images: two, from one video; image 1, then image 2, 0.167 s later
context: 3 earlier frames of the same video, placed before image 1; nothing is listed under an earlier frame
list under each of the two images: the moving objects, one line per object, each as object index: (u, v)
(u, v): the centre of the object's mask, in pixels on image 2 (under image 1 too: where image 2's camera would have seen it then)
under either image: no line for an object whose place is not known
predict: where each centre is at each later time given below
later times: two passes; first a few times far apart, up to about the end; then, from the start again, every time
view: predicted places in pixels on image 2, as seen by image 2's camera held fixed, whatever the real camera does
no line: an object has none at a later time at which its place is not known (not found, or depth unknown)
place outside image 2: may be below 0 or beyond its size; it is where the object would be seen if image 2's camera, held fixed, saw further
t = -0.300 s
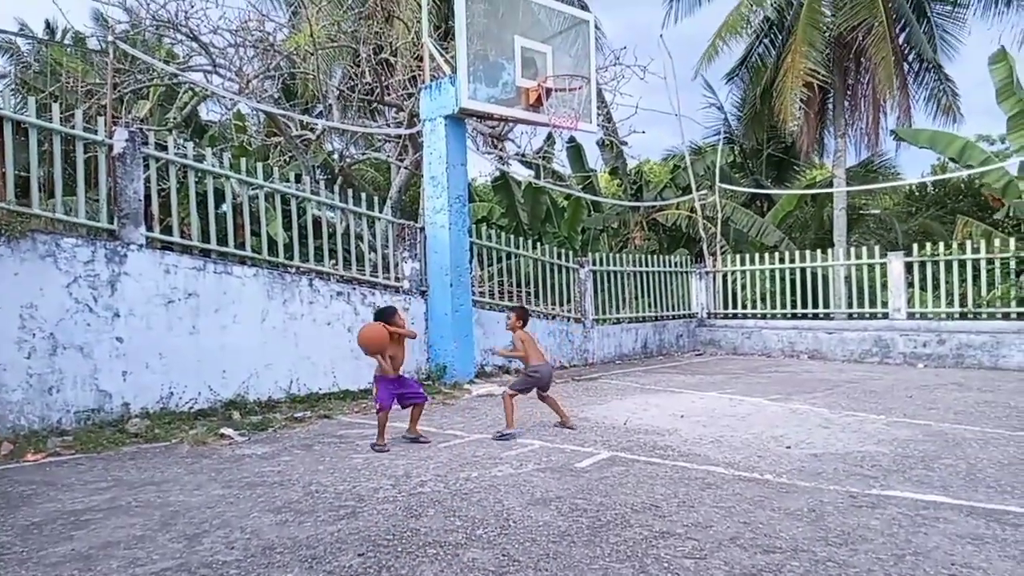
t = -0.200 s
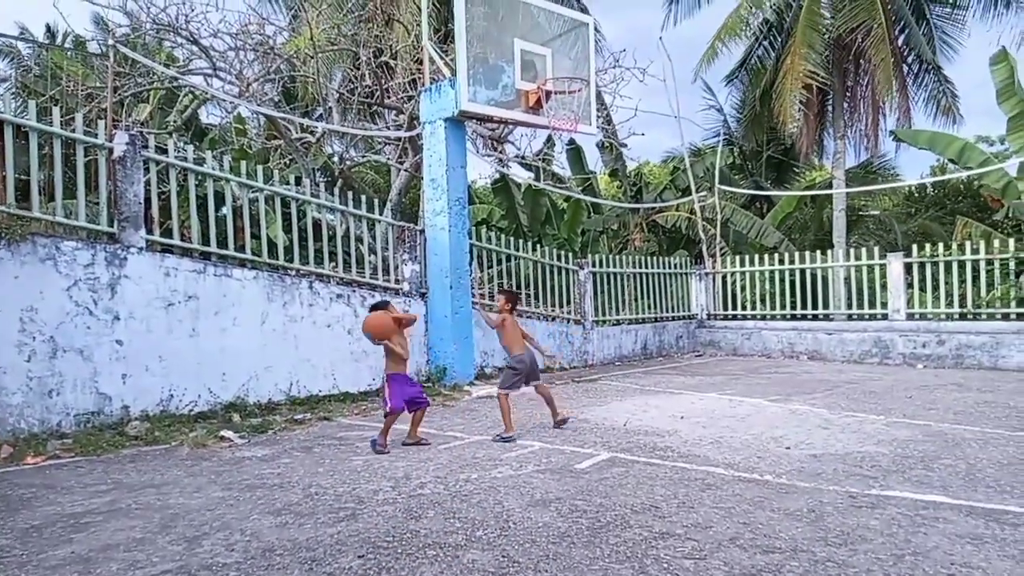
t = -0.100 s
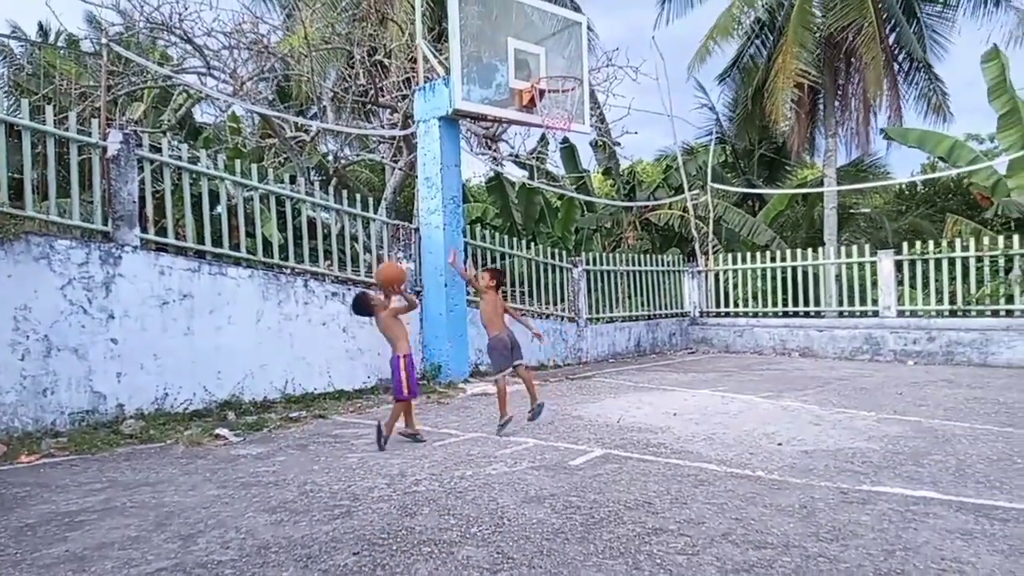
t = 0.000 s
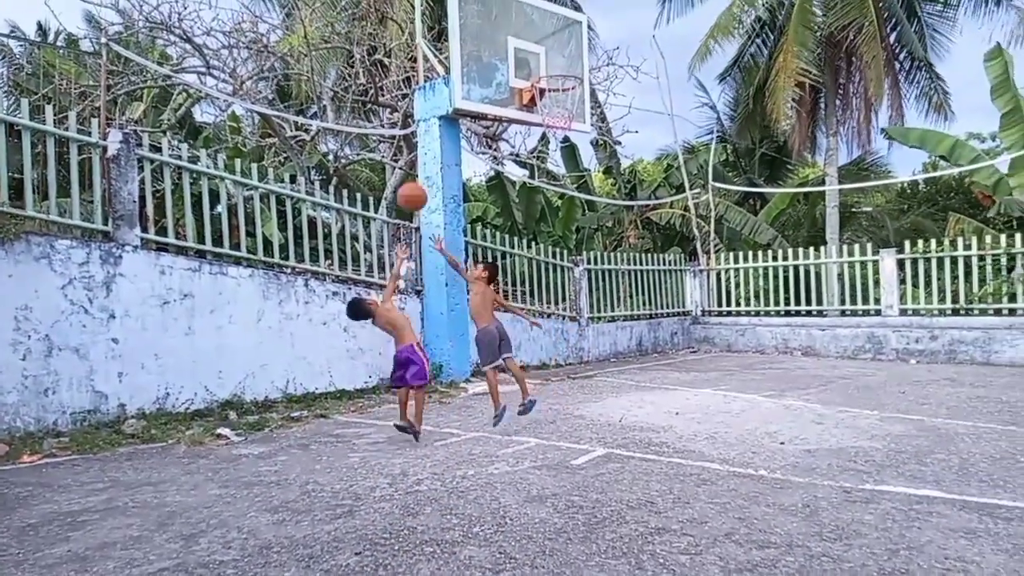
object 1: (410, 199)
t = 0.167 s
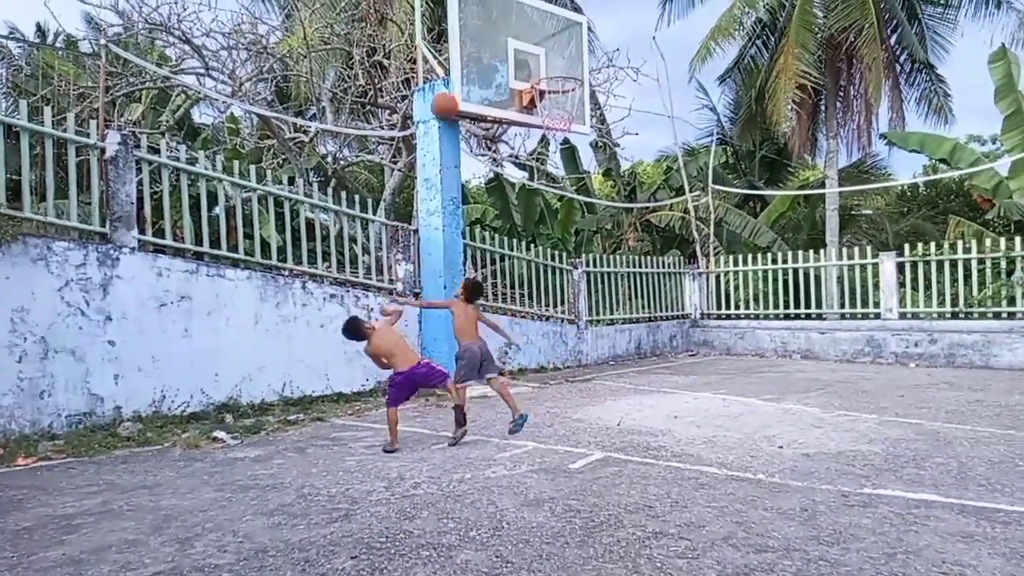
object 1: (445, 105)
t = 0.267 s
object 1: (461, 73)
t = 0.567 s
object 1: (507, 51)
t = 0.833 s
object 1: (570, 89)
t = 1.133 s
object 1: (559, 111)
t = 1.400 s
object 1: (540, 177)
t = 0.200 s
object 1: (450, 94)
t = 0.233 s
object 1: (456, 82)
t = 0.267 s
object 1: (461, 73)
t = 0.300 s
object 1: (468, 64)
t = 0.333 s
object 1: (473, 58)
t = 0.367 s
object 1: (478, 53)
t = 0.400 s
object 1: (483, 49)
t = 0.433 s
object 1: (489, 47)
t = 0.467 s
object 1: (494, 46)
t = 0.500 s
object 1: (498, 46)
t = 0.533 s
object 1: (503, 48)
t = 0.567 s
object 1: (507, 51)
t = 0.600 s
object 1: (516, 54)
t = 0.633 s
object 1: (524, 59)
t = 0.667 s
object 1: (532, 65)
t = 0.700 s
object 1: (540, 69)
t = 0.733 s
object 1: (550, 77)
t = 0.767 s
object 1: (558, 87)
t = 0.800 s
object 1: (566, 89)
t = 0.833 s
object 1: (570, 89)
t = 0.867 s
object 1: (572, 94)
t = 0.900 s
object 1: (572, 99)
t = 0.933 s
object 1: (572, 102)
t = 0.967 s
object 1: (571, 102)
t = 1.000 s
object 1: (570, 102)
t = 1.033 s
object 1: (569, 103)
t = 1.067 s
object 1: (565, 105)
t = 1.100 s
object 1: (562, 108)
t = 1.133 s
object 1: (559, 111)
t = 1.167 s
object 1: (557, 115)
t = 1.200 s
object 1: (554, 119)
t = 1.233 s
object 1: (552, 128)
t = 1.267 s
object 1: (549, 135)
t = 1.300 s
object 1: (547, 144)
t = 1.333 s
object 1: (544, 154)
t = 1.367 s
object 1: (542, 165)
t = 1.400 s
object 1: (540, 177)
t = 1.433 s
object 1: (538, 191)
